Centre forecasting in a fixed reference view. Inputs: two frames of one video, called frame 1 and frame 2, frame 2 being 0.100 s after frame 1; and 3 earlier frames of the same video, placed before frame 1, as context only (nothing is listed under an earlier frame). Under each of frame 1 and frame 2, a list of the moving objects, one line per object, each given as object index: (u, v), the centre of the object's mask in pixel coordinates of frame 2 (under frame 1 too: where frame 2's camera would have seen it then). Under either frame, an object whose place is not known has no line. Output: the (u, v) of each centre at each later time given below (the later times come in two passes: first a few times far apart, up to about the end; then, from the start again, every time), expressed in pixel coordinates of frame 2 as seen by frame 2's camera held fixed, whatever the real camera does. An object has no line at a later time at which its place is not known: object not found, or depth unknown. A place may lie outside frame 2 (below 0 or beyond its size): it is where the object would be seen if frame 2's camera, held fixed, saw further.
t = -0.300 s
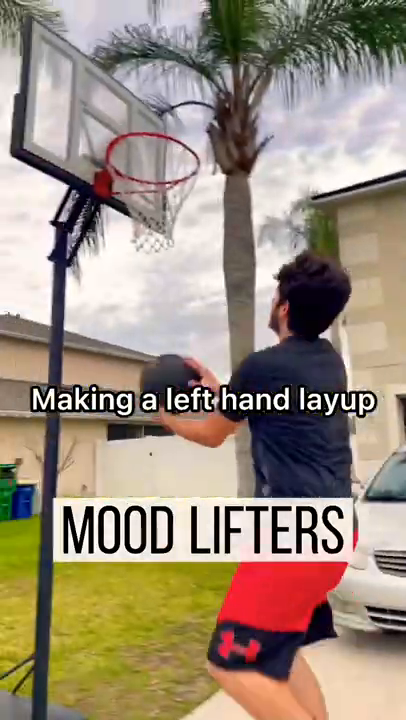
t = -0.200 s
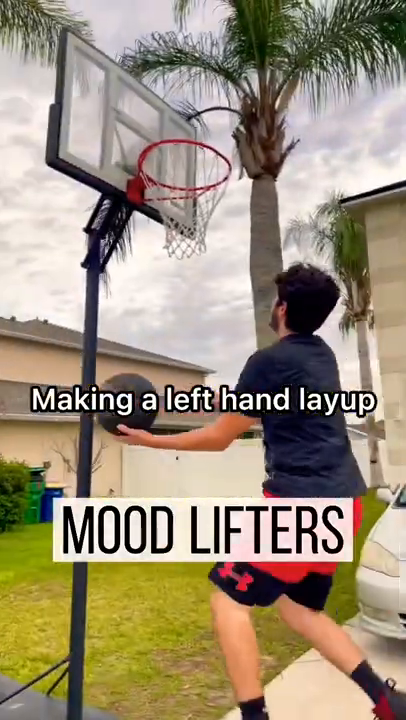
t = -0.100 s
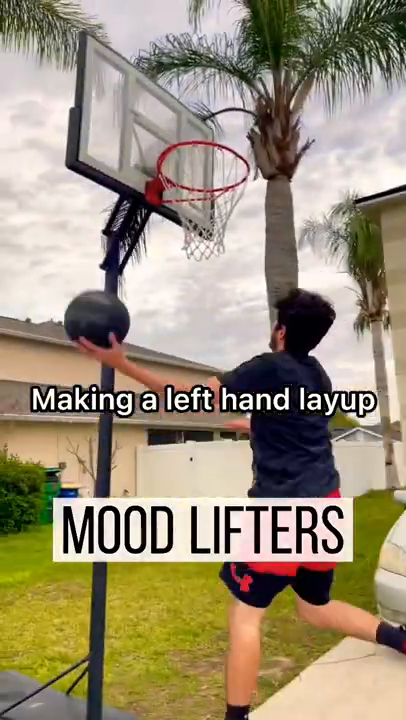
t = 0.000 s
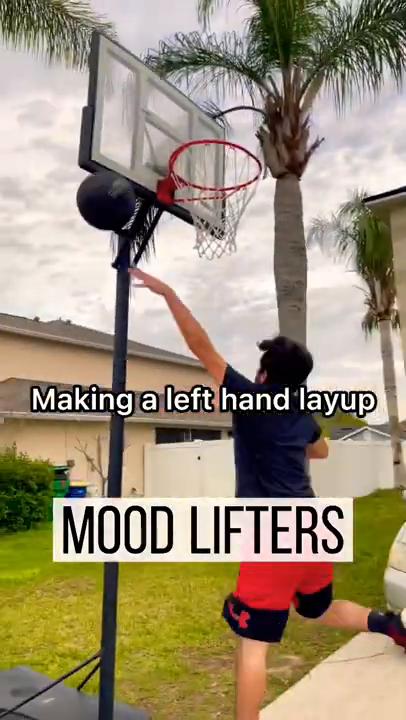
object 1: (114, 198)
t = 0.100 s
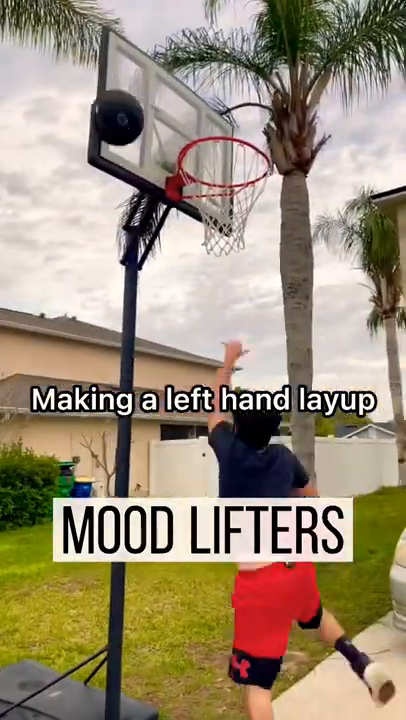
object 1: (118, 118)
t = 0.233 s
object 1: (133, 63)
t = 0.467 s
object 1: (185, 60)
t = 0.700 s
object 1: (236, 149)
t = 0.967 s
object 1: (196, 259)
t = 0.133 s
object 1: (117, 98)
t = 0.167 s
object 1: (117, 82)
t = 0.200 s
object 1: (126, 71)
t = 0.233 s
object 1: (133, 63)
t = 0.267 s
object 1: (141, 56)
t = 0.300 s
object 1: (149, 52)
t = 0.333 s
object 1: (157, 50)
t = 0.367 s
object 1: (165, 49)
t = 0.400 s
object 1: (172, 51)
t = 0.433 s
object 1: (179, 54)
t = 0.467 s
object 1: (185, 60)
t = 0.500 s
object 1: (192, 68)
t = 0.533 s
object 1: (199, 76)
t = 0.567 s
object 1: (207, 88)
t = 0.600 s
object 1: (214, 100)
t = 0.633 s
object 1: (222, 114)
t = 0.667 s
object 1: (229, 130)
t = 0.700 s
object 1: (236, 149)
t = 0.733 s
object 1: (241, 167)
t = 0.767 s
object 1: (234, 178)
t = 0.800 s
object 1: (227, 193)
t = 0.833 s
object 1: (220, 208)
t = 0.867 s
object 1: (213, 218)
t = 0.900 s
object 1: (208, 229)
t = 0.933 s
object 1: (202, 243)
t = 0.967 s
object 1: (196, 259)
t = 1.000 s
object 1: (189, 277)
